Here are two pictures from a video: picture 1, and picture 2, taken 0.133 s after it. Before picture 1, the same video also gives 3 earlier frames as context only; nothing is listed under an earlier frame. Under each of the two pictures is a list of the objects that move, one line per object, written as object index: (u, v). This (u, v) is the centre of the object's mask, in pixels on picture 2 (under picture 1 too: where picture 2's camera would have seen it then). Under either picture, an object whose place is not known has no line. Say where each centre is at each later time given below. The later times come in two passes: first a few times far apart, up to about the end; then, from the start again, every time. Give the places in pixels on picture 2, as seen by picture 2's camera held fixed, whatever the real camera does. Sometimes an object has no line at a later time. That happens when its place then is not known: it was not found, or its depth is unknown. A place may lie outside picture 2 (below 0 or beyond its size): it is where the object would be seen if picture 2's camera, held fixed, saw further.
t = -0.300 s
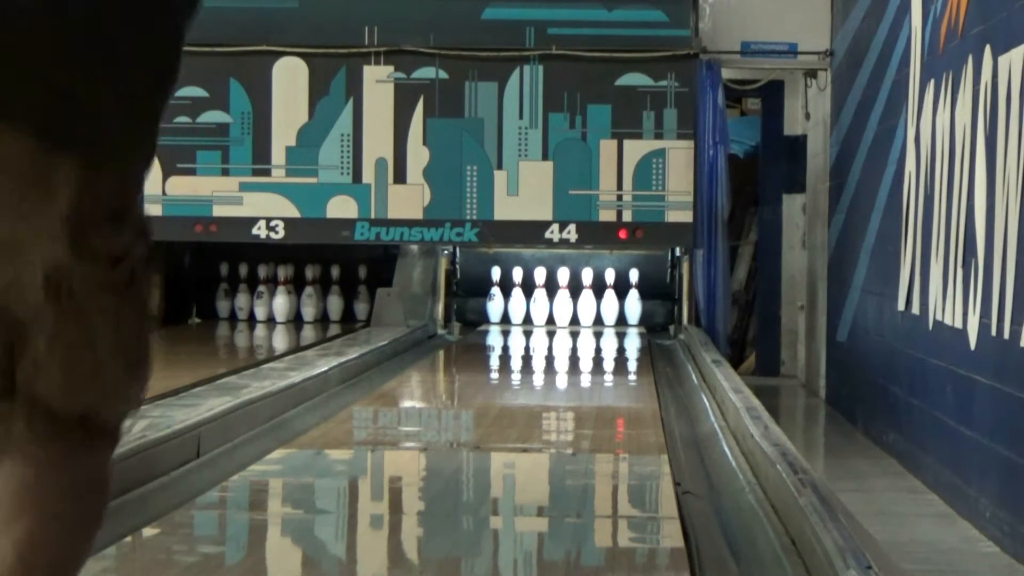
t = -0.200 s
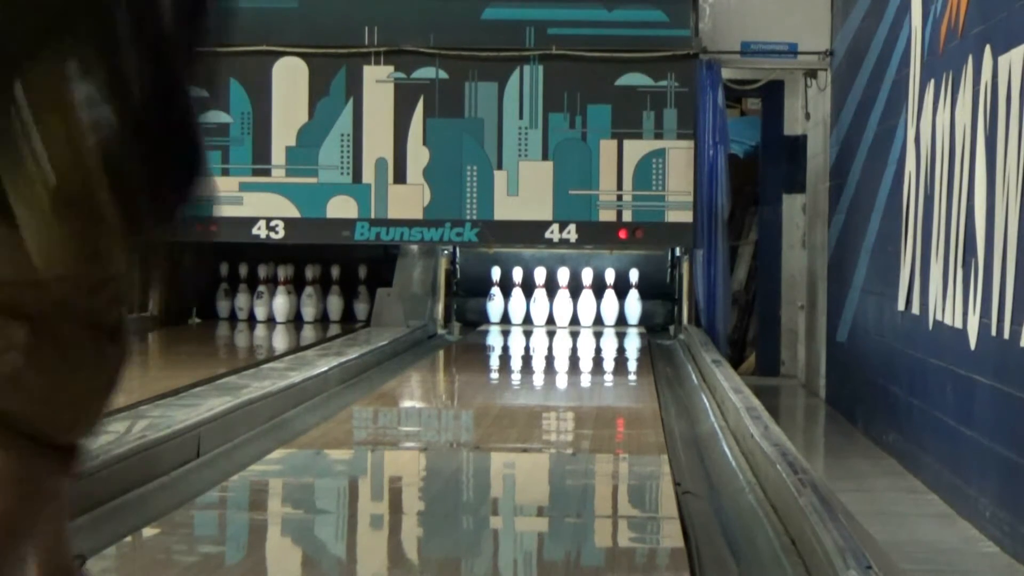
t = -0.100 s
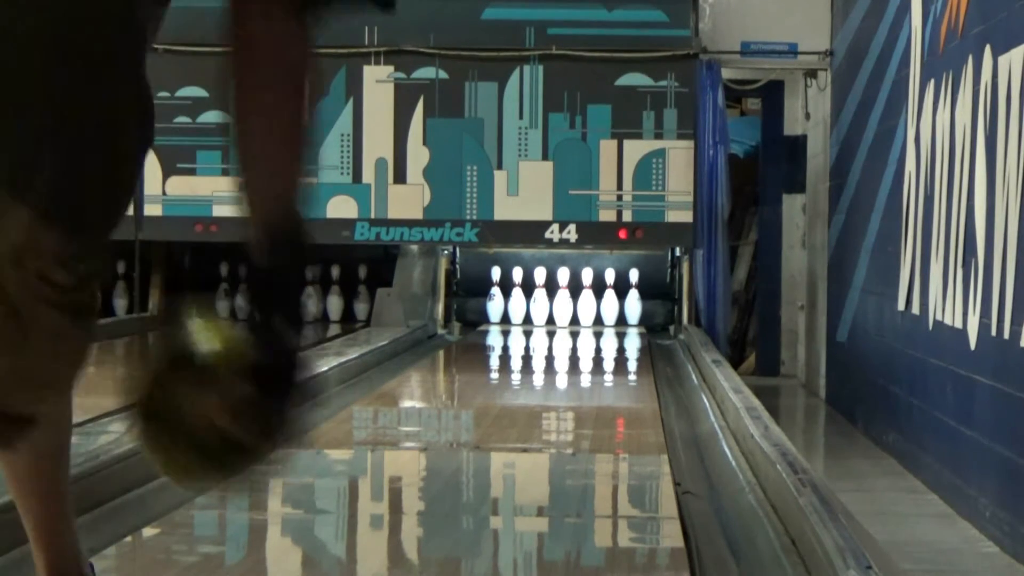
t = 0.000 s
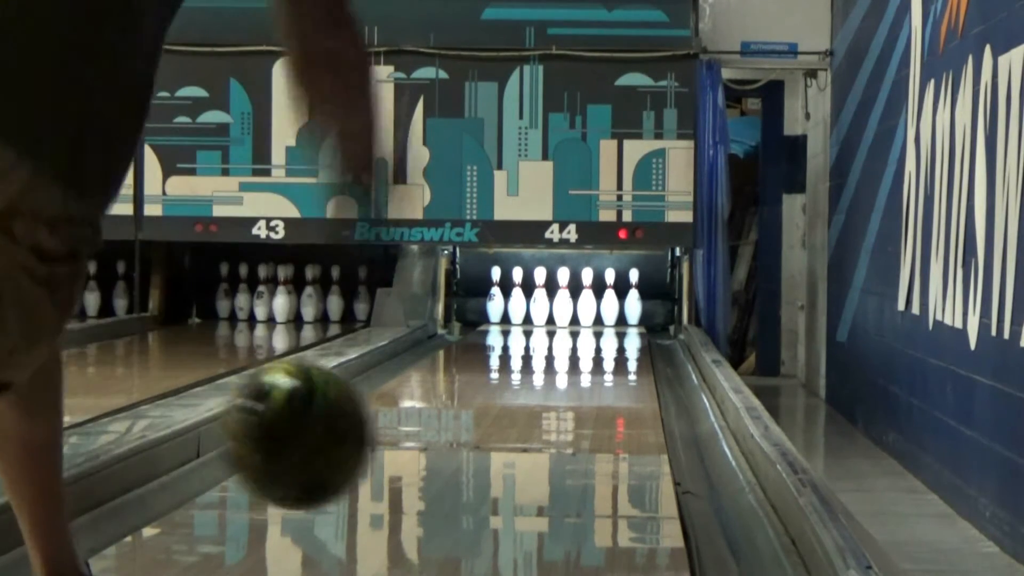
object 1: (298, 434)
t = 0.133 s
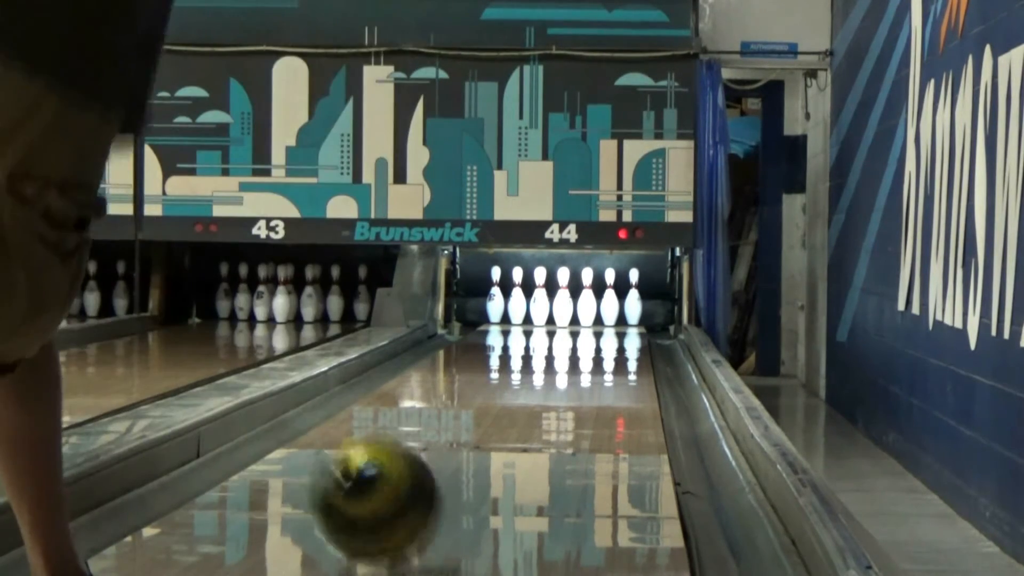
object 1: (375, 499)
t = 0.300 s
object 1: (450, 469)
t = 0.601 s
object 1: (531, 418)
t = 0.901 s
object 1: (579, 387)
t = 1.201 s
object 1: (611, 363)
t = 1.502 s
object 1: (627, 346)
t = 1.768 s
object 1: (634, 335)
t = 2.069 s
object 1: (627, 325)
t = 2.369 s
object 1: (602, 318)
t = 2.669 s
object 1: (581, 311)
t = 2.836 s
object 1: (586, 310)
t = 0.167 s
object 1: (396, 493)
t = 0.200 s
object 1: (409, 483)
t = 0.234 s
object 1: (424, 477)
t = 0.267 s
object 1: (438, 475)
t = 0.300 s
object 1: (450, 469)
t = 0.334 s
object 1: (461, 463)
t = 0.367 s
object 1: (471, 456)
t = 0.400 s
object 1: (482, 448)
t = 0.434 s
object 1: (491, 443)
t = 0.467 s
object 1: (500, 437)
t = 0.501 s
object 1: (509, 432)
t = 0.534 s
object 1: (516, 427)
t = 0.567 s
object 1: (522, 423)
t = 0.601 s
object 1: (531, 418)
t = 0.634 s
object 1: (538, 414)
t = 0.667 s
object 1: (544, 409)
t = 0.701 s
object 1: (550, 406)
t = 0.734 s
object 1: (555, 403)
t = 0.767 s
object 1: (561, 400)
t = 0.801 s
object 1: (566, 397)
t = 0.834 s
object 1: (571, 393)
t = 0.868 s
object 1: (575, 390)
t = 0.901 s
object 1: (579, 387)
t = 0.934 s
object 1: (584, 384)
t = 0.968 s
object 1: (588, 381)
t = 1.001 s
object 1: (592, 378)
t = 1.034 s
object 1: (596, 374)
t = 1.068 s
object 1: (598, 372)
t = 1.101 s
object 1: (601, 370)
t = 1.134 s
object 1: (604, 367)
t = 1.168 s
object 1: (608, 365)
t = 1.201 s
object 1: (611, 363)
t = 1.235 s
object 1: (612, 361)
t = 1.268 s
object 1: (615, 358)
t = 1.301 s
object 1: (617, 356)
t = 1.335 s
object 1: (619, 354)
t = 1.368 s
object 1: (621, 352)
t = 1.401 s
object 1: (623, 350)
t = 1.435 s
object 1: (625, 350)
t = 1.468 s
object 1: (626, 348)
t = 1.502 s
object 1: (627, 346)
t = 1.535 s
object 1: (629, 345)
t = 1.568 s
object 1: (629, 344)
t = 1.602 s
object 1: (629, 343)
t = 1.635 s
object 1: (632, 341)
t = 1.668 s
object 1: (633, 339)
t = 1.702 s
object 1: (634, 338)
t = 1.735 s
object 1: (635, 337)
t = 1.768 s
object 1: (634, 335)
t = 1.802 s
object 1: (635, 334)
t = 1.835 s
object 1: (635, 333)
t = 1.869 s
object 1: (634, 332)
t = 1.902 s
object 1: (634, 331)
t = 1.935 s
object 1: (632, 330)
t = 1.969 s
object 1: (631, 328)
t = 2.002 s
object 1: (630, 327)
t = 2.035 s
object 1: (629, 326)
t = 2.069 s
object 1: (627, 325)
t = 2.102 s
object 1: (625, 324)
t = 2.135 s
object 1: (622, 323)
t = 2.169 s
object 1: (620, 322)
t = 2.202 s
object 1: (617, 321)
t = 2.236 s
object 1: (614, 321)
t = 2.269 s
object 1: (612, 320)
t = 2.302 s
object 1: (608, 319)
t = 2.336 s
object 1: (605, 318)
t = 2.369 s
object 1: (602, 318)
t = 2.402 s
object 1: (598, 317)
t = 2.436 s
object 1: (595, 316)
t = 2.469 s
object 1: (592, 315)
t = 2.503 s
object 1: (589, 315)
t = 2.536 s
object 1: (586, 314)
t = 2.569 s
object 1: (583, 314)
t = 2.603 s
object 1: (580, 312)
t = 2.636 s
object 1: (578, 312)
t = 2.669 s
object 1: (581, 311)
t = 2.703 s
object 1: (581, 311)
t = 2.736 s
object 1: (582, 310)
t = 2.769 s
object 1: (582, 310)
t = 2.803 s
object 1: (584, 311)
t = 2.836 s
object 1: (586, 310)
